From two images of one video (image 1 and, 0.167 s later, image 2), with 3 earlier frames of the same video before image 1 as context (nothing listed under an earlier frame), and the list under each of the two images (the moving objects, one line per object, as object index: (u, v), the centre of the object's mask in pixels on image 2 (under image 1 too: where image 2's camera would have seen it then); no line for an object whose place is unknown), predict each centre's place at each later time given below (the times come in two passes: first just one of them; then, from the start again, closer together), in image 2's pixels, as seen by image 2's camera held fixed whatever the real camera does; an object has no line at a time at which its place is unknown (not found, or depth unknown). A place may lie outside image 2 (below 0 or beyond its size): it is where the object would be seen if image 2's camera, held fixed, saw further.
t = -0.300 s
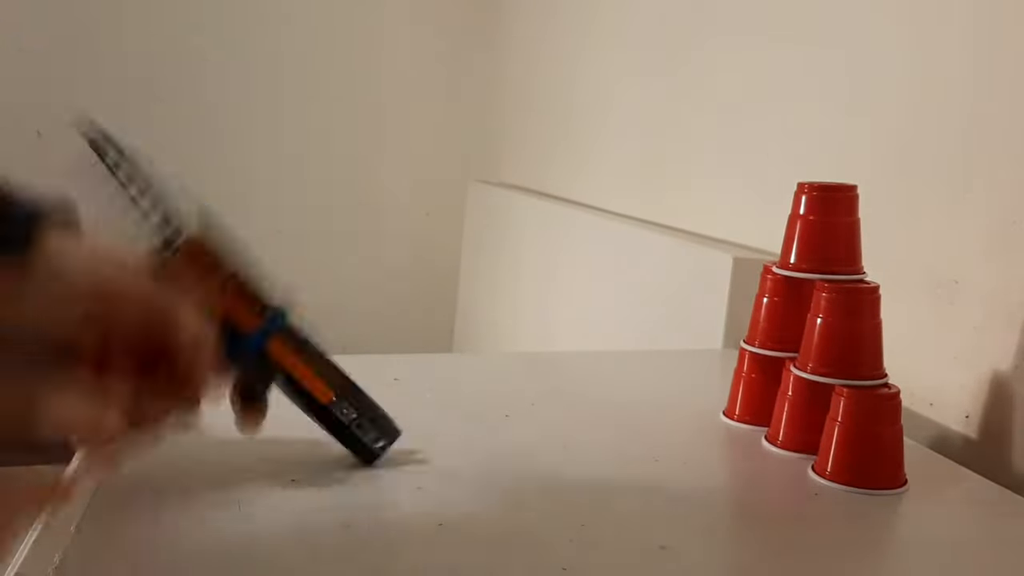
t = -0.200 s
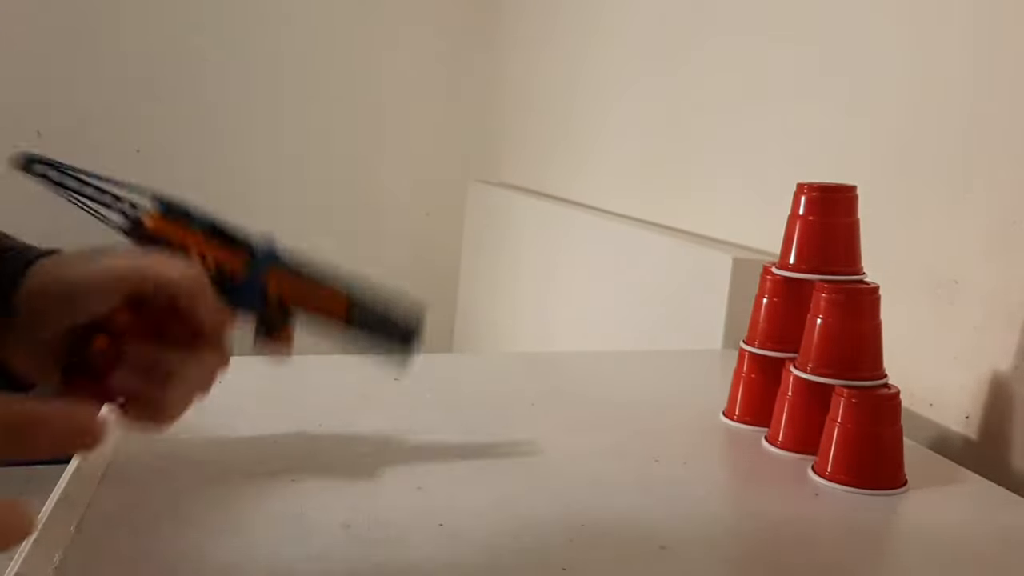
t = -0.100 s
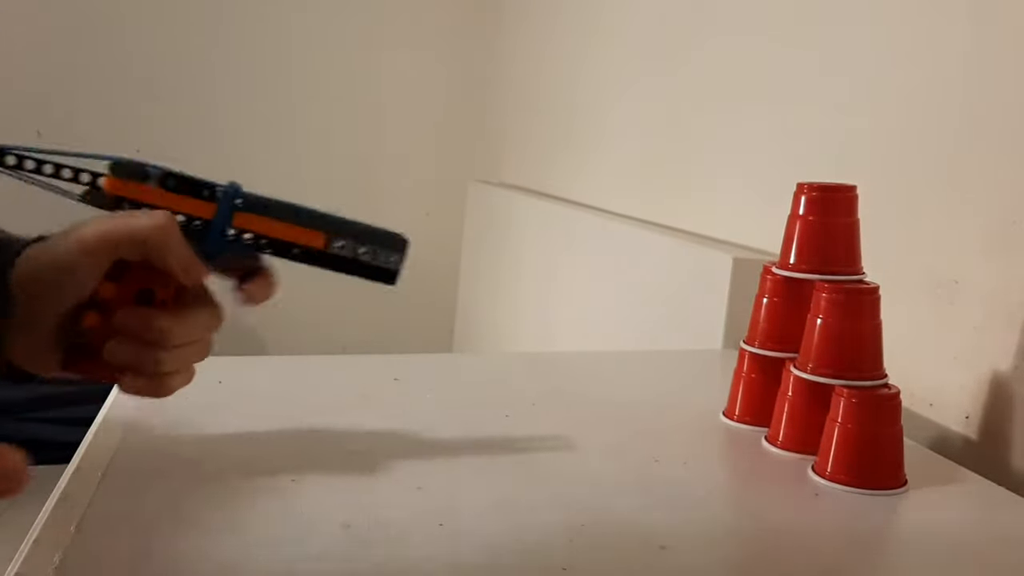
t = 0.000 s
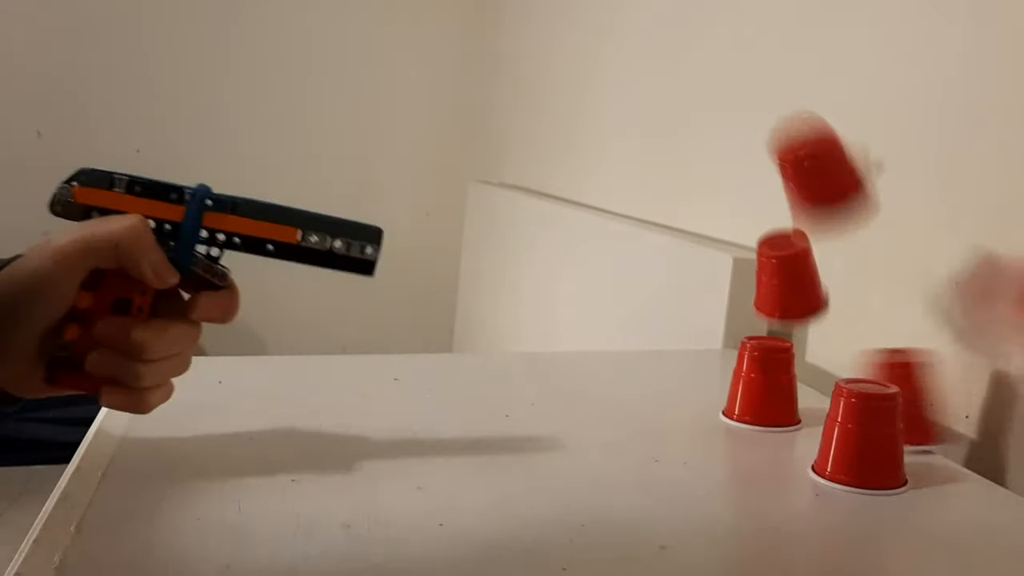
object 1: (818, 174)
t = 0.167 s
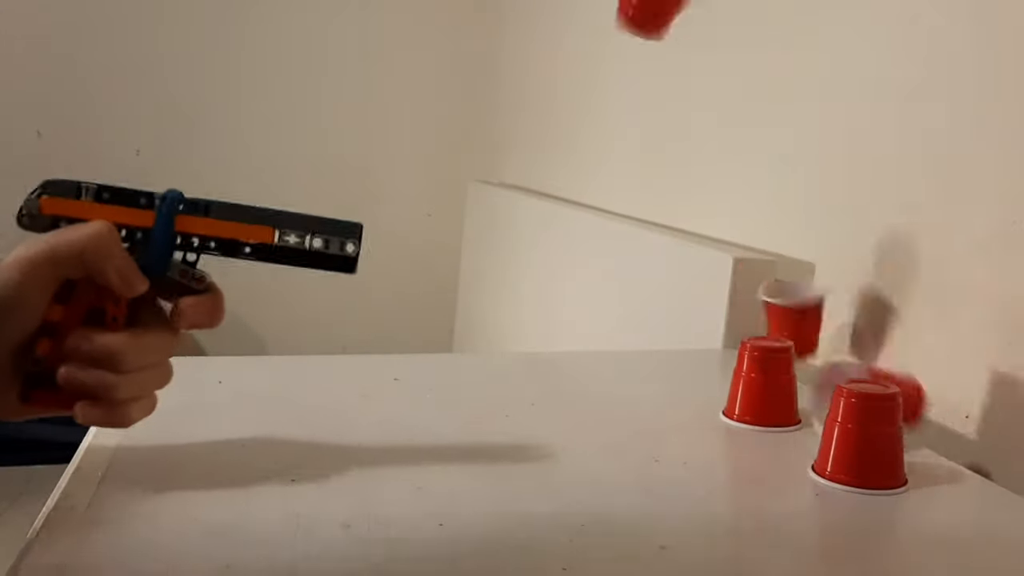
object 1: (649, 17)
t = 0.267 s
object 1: (564, 84)
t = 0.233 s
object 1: (599, 41)
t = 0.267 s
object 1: (564, 84)
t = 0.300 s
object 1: (539, 152)
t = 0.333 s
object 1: (506, 228)
